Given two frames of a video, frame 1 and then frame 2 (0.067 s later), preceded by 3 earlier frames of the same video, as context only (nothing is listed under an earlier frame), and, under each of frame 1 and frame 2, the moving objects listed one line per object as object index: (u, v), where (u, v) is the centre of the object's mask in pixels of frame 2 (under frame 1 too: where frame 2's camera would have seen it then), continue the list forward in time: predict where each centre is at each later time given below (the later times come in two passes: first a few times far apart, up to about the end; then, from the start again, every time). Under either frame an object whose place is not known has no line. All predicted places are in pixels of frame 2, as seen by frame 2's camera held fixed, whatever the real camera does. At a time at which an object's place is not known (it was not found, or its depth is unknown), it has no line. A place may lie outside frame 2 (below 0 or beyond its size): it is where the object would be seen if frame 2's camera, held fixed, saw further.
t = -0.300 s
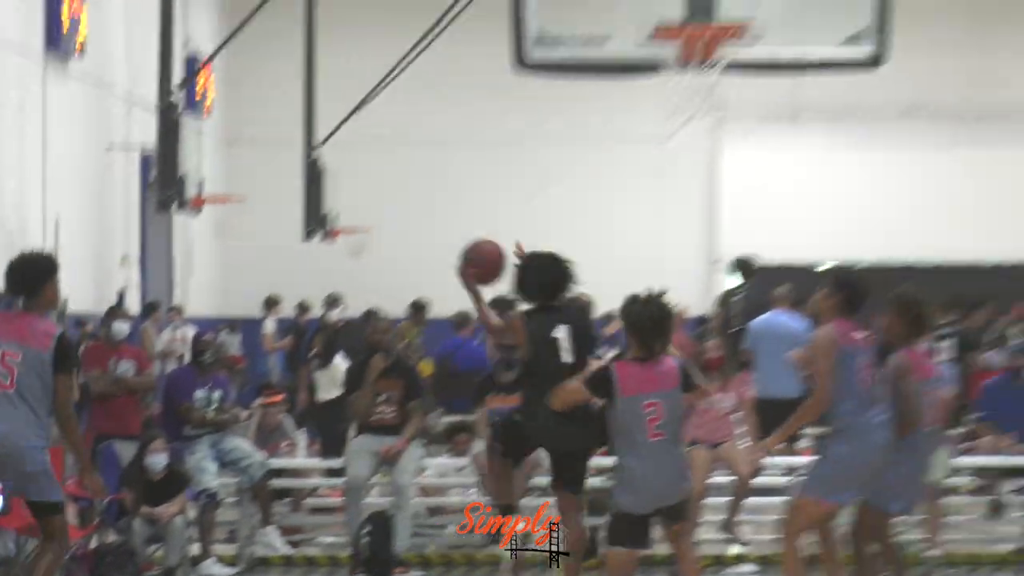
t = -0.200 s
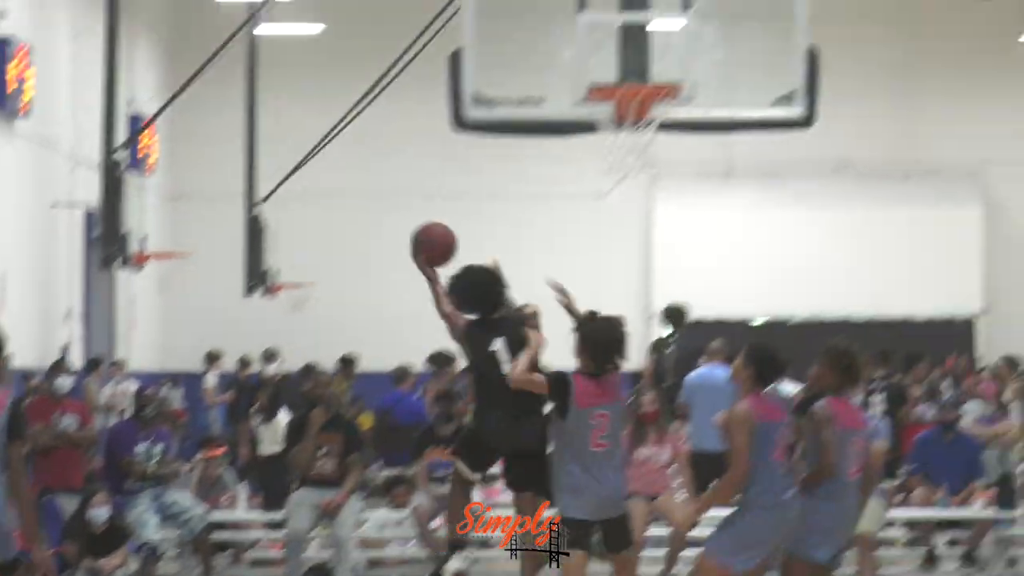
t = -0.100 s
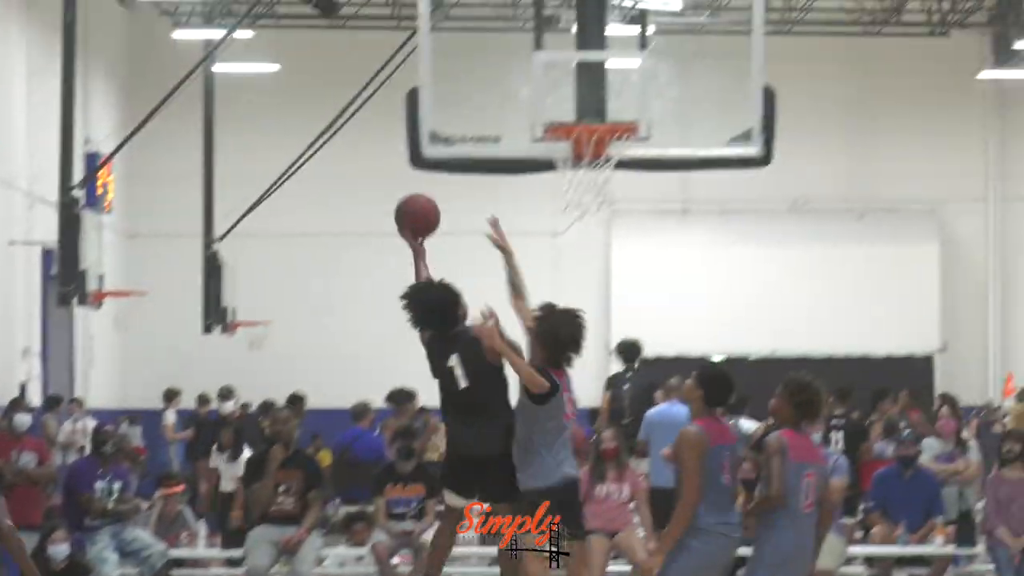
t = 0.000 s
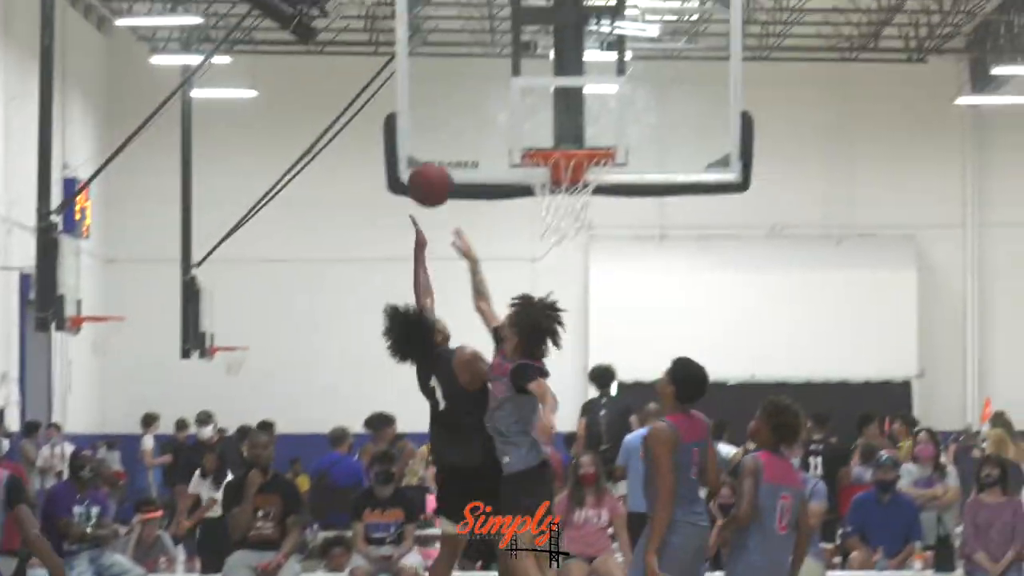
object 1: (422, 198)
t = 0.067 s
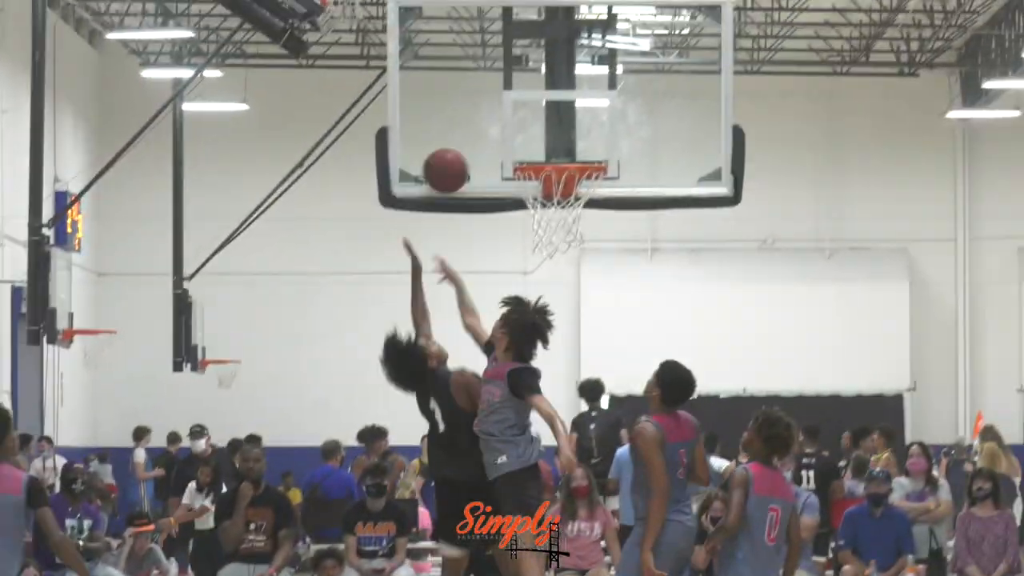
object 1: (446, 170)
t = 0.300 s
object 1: (512, 136)
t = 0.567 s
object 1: (566, 198)
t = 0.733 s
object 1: (577, 228)
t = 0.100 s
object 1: (457, 160)
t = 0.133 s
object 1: (469, 152)
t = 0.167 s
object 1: (480, 145)
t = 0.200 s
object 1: (490, 141)
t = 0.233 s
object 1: (497, 138)
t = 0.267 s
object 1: (504, 136)
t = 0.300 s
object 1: (512, 136)
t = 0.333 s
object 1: (519, 139)
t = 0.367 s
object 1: (527, 142)
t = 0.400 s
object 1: (534, 146)
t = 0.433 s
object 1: (542, 151)
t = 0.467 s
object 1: (549, 155)
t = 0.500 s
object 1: (558, 185)
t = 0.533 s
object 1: (563, 192)
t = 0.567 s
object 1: (566, 198)
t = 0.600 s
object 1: (570, 206)
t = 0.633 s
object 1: (572, 207)
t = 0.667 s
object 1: (574, 213)
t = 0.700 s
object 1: (575, 222)
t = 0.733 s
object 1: (577, 228)
